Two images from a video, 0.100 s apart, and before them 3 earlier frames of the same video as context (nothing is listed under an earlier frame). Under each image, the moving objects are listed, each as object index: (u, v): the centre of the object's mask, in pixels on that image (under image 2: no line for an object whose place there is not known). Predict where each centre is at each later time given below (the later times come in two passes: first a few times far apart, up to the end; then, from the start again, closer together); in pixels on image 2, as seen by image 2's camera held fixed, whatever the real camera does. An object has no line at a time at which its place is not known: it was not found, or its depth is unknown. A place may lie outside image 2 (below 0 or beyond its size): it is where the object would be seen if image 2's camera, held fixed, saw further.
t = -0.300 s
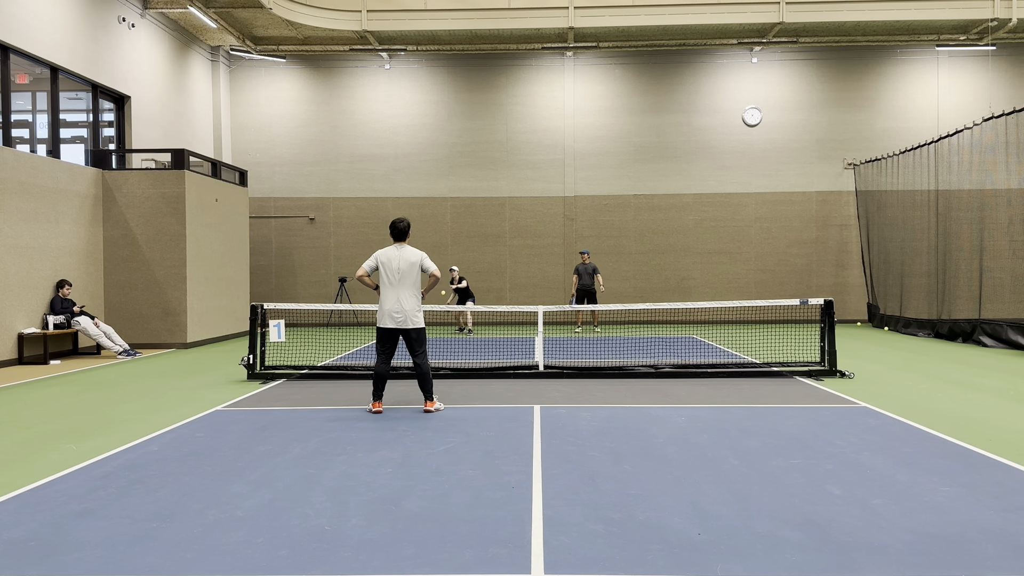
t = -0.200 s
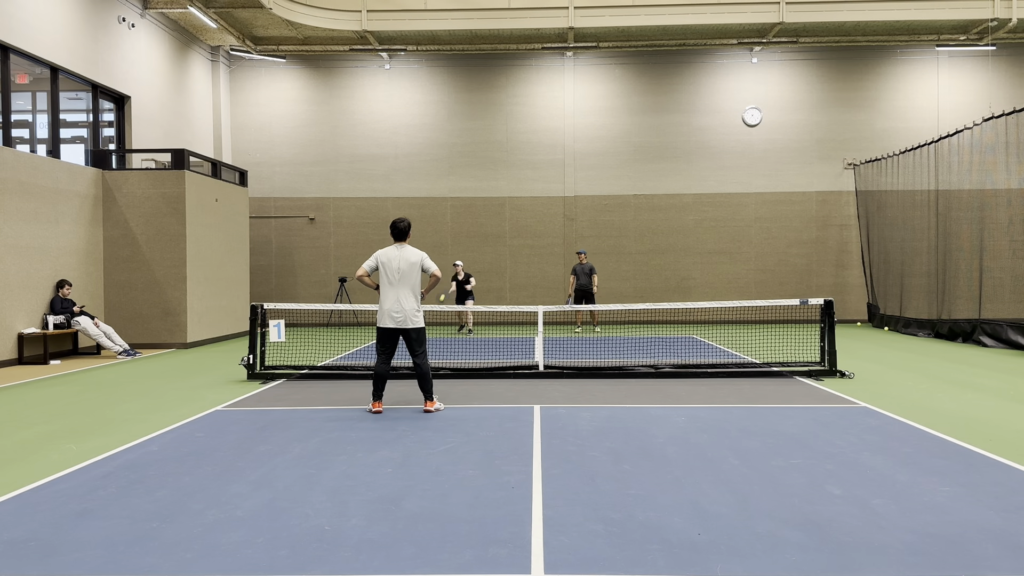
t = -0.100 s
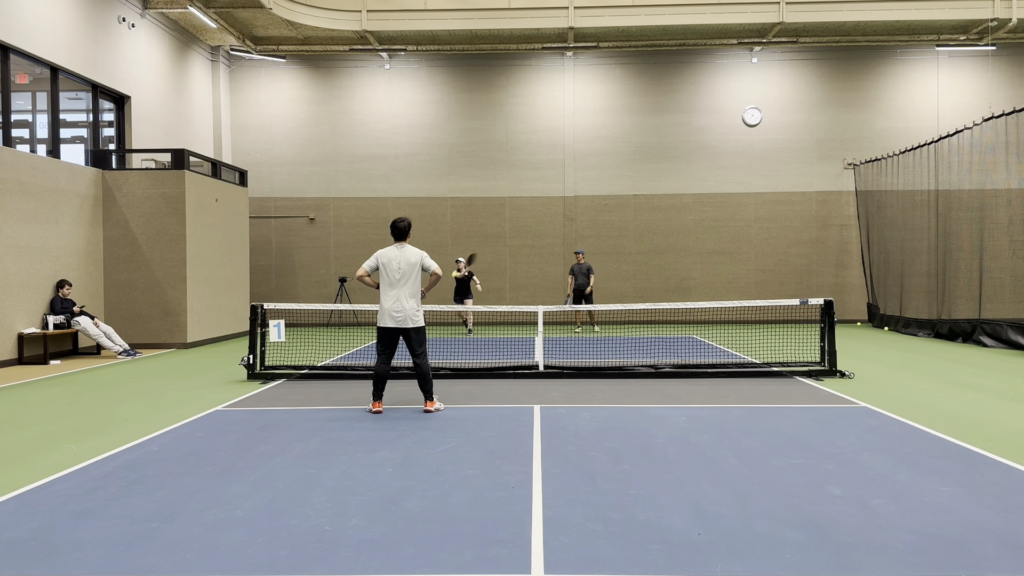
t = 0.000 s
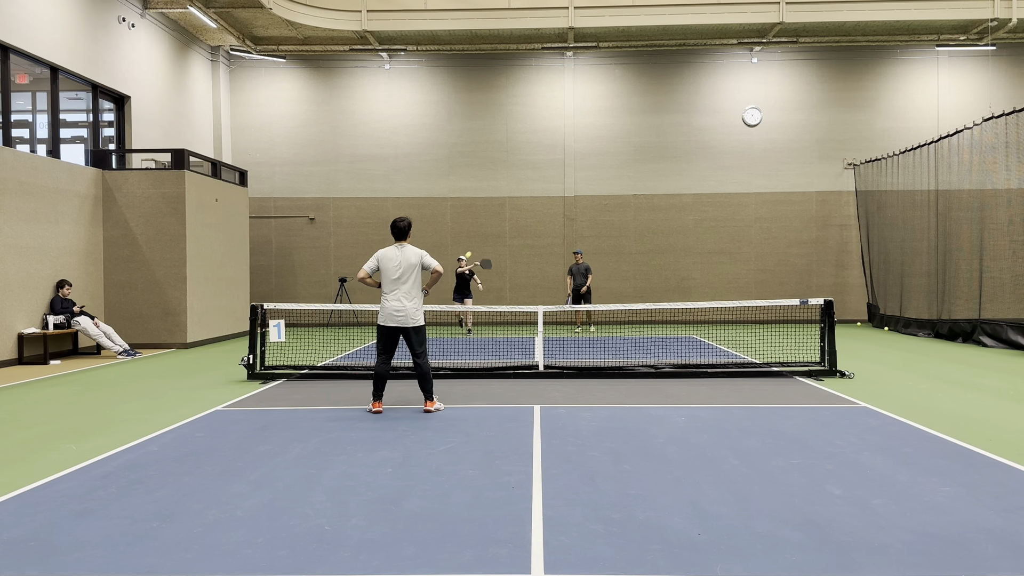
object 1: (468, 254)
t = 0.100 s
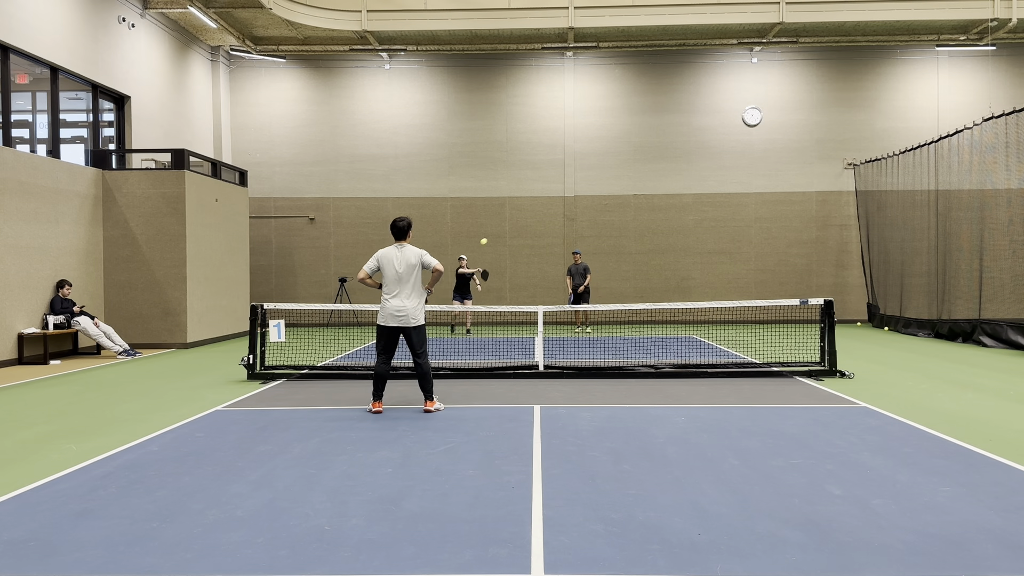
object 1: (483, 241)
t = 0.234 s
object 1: (508, 235)
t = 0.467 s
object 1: (567, 274)
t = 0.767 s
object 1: (697, 459)
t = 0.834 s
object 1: (730, 438)
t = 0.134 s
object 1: (489, 238)
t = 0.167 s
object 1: (495, 236)
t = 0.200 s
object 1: (501, 235)
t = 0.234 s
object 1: (508, 235)
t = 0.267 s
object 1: (515, 236)
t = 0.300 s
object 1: (522, 238)
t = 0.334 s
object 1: (530, 242)
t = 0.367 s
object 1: (538, 247)
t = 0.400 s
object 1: (547, 254)
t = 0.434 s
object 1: (557, 263)
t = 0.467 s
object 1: (567, 274)
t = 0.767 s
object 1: (697, 459)
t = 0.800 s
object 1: (713, 448)
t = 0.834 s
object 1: (730, 438)
